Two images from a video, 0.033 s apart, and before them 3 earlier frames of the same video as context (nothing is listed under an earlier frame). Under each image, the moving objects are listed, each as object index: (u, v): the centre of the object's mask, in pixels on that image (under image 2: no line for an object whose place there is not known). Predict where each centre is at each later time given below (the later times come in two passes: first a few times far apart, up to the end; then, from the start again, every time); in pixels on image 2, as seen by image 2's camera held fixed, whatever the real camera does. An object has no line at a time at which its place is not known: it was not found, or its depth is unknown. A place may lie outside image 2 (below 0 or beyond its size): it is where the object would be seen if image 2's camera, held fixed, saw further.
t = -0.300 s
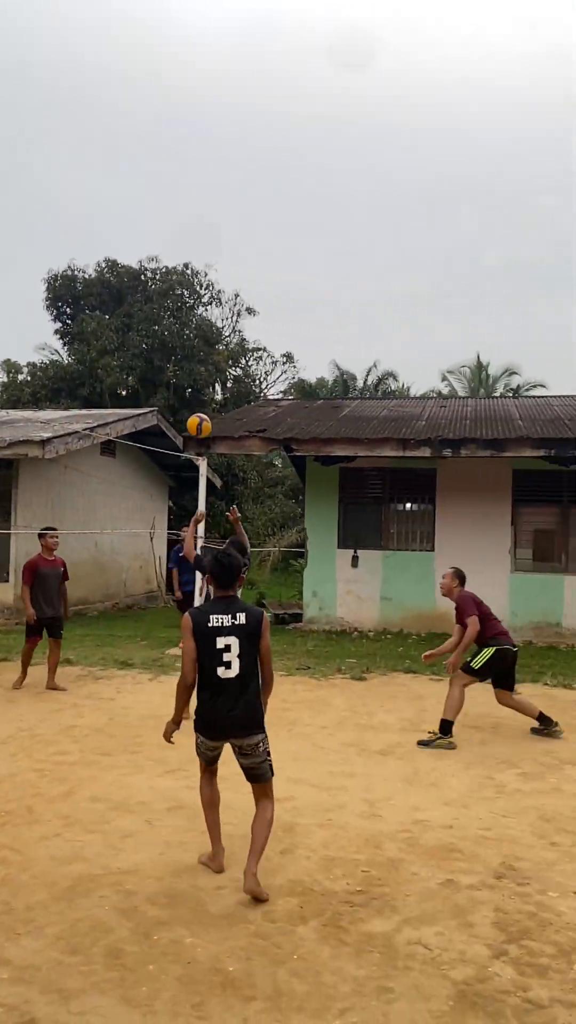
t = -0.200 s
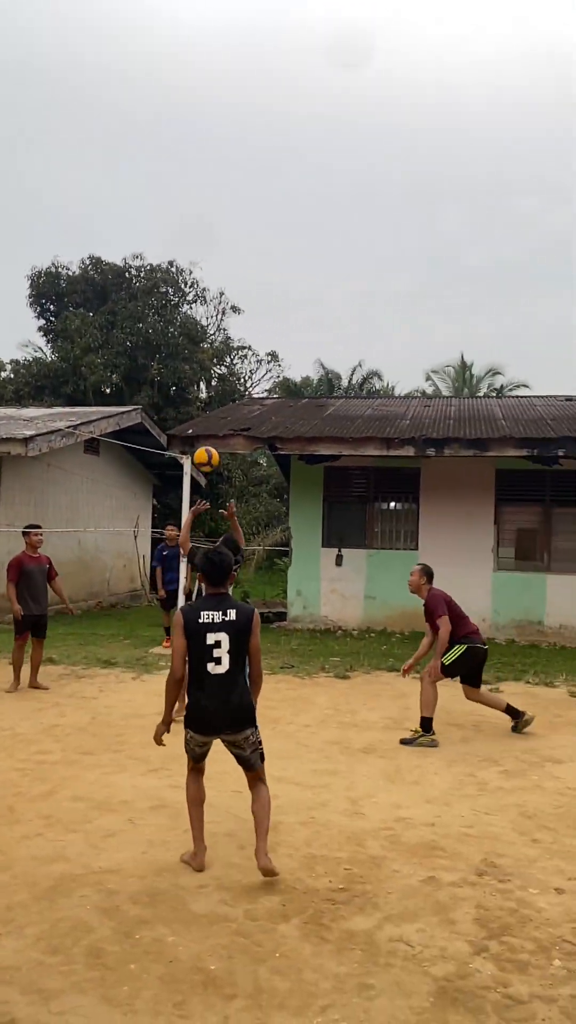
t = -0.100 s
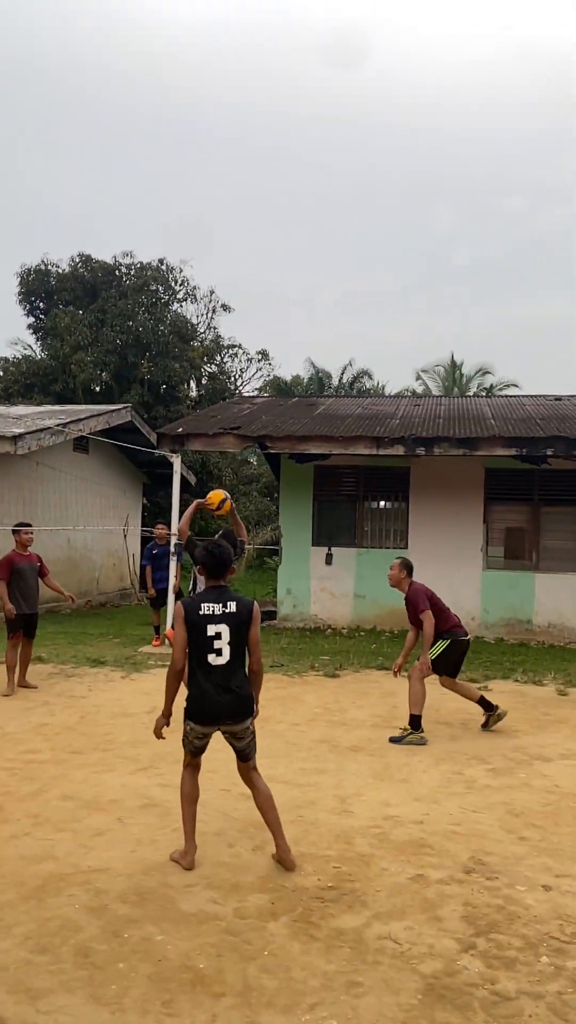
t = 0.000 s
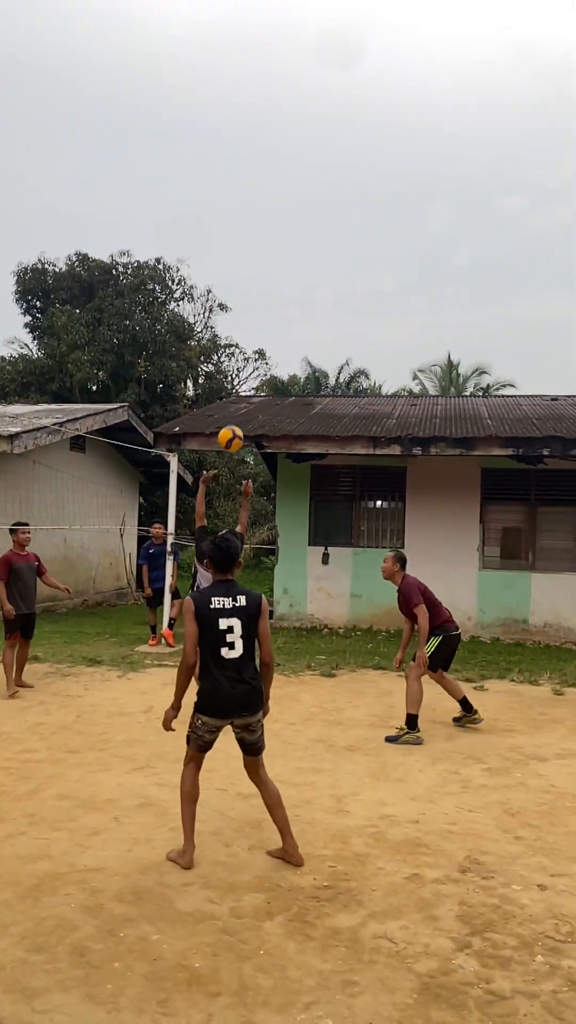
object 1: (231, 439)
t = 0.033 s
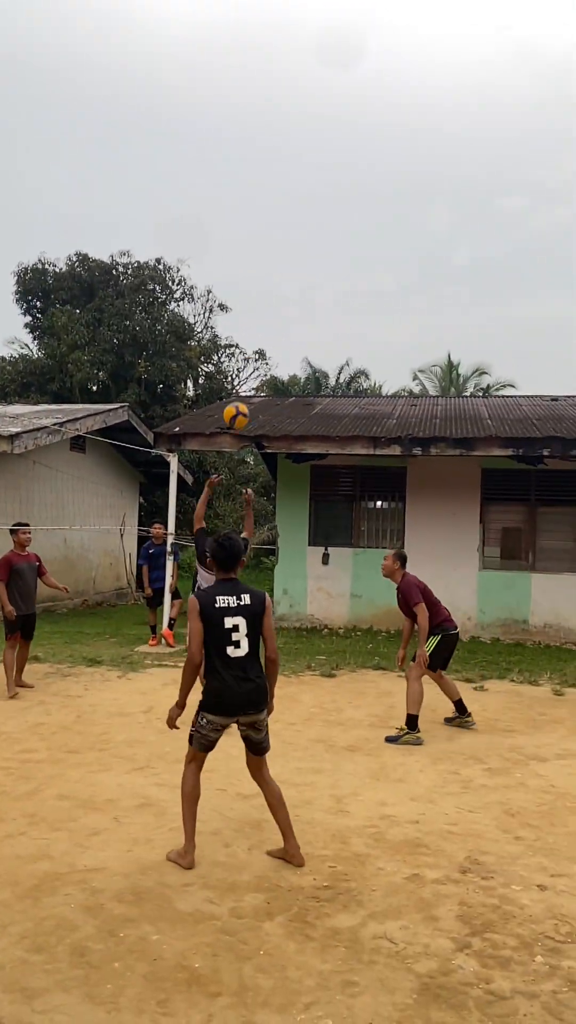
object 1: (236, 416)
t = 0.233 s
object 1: (266, 302)
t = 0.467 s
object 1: (297, 232)
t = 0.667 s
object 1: (322, 224)
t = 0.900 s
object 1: (348, 274)
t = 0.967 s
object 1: (355, 300)
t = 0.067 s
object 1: (241, 393)
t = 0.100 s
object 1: (246, 372)
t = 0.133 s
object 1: (252, 353)
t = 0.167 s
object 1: (257, 334)
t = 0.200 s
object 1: (261, 318)
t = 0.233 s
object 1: (266, 302)
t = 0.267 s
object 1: (271, 288)
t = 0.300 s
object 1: (276, 275)
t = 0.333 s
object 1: (280, 264)
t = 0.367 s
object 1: (285, 254)
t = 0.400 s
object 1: (289, 245)
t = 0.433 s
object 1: (293, 238)
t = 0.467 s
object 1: (297, 232)
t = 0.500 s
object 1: (302, 228)
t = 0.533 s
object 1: (306, 224)
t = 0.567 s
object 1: (310, 222)
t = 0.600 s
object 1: (314, 222)
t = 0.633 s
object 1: (318, 223)
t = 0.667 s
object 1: (322, 224)
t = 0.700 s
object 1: (326, 228)
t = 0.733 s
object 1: (330, 232)
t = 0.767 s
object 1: (334, 238)
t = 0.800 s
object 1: (337, 245)
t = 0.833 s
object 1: (341, 254)
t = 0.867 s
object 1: (344, 263)
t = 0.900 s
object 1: (348, 274)
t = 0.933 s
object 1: (351, 286)
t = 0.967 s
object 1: (355, 300)
